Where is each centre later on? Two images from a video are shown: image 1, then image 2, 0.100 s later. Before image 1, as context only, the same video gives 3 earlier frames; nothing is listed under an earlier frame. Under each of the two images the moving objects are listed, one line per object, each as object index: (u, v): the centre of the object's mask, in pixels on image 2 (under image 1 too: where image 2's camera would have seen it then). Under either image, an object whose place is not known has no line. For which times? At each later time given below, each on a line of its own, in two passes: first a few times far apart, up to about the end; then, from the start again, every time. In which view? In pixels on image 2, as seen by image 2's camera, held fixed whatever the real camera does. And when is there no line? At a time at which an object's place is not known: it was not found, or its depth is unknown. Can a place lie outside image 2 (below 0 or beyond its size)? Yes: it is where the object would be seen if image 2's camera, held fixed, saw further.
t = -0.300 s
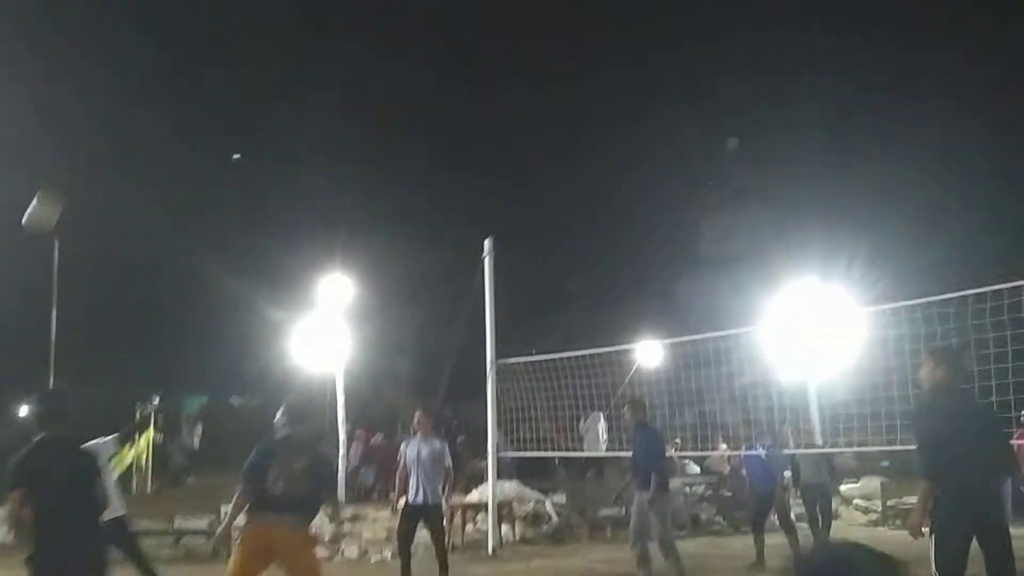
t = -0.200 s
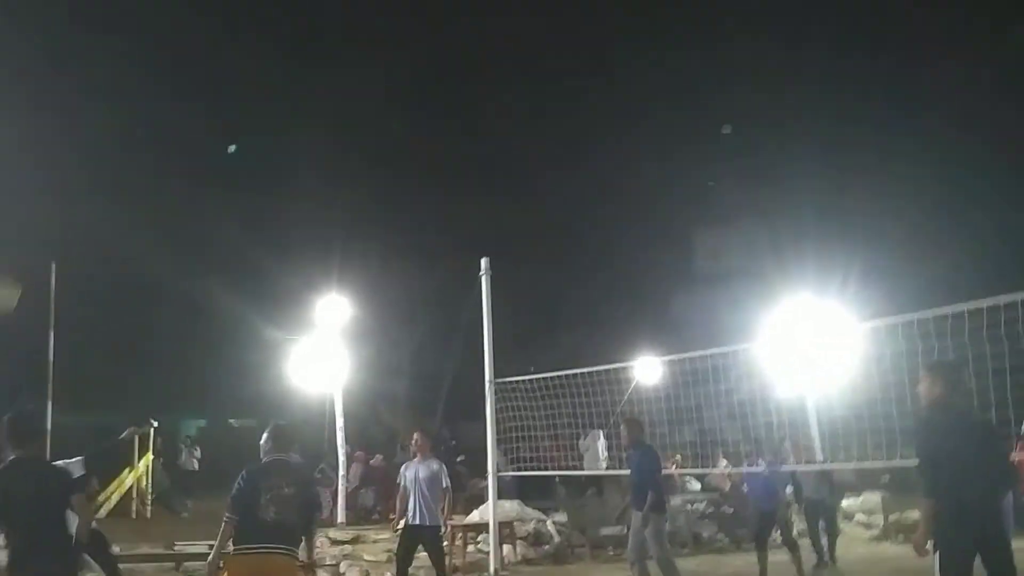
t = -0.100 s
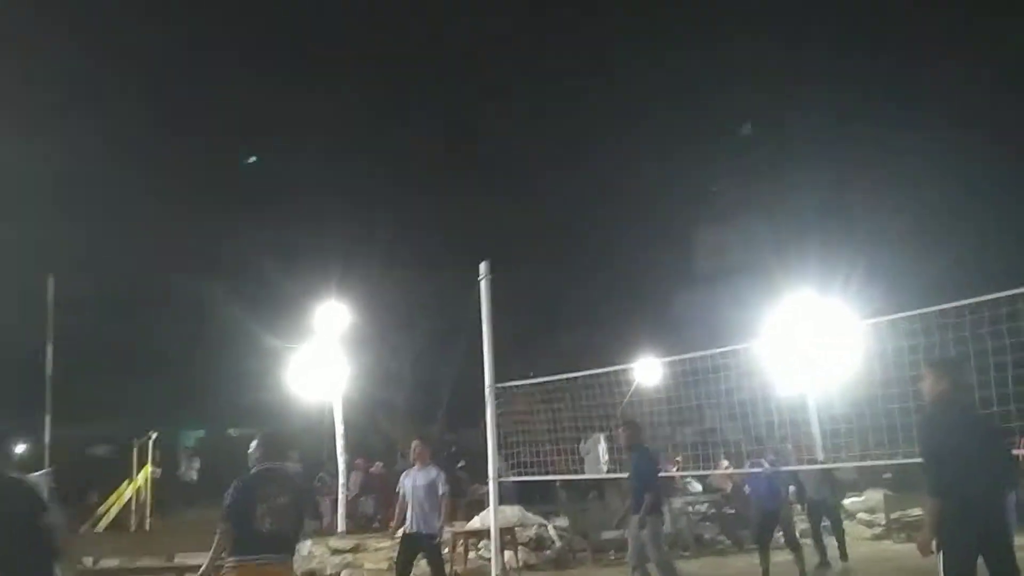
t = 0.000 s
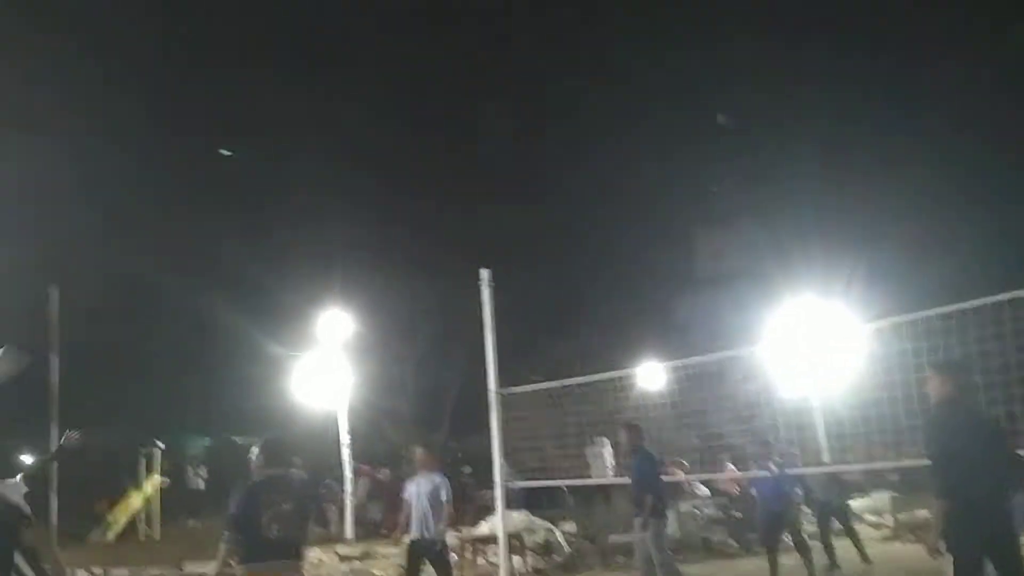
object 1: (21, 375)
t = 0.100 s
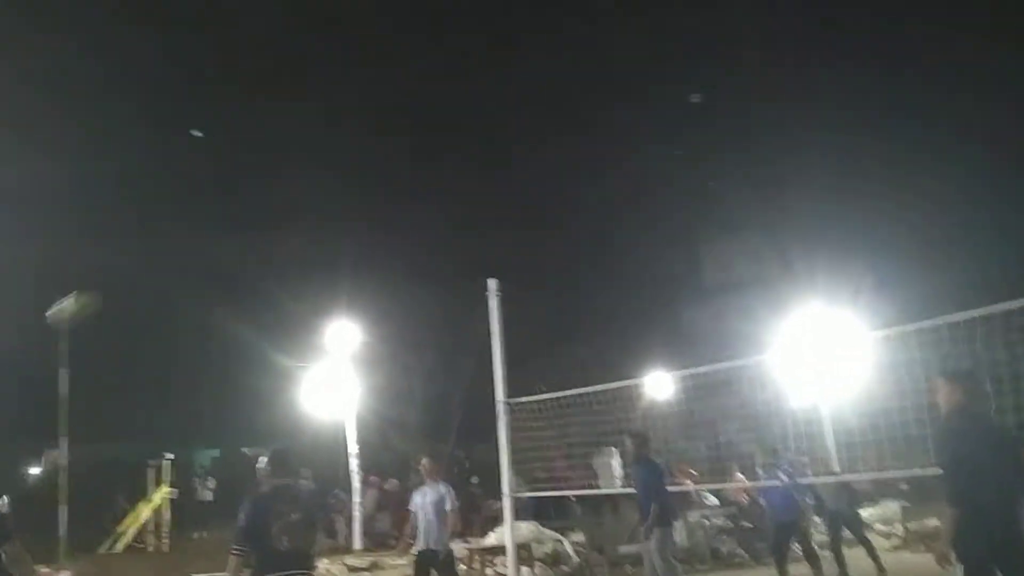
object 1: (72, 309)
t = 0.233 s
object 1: (148, 242)
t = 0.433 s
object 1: (248, 188)
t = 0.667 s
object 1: (355, 182)
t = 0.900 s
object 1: (452, 238)
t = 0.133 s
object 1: (92, 289)
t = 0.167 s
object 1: (113, 271)
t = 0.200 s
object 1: (131, 257)
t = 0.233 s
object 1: (148, 242)
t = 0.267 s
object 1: (164, 231)
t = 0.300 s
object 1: (180, 221)
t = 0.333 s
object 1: (199, 208)
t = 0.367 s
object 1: (214, 201)
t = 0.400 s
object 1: (231, 194)
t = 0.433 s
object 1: (248, 188)
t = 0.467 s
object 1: (264, 183)
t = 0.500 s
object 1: (279, 180)
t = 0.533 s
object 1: (295, 177)
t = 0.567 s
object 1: (309, 178)
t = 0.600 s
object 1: (325, 178)
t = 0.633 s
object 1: (339, 179)
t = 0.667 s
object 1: (355, 182)
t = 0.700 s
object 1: (370, 189)
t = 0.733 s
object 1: (383, 194)
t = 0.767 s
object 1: (398, 199)
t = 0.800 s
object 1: (410, 208)
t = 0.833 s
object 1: (424, 216)
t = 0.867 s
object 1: (437, 227)
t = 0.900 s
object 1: (452, 238)
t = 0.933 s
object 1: (467, 251)
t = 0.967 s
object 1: (481, 263)
